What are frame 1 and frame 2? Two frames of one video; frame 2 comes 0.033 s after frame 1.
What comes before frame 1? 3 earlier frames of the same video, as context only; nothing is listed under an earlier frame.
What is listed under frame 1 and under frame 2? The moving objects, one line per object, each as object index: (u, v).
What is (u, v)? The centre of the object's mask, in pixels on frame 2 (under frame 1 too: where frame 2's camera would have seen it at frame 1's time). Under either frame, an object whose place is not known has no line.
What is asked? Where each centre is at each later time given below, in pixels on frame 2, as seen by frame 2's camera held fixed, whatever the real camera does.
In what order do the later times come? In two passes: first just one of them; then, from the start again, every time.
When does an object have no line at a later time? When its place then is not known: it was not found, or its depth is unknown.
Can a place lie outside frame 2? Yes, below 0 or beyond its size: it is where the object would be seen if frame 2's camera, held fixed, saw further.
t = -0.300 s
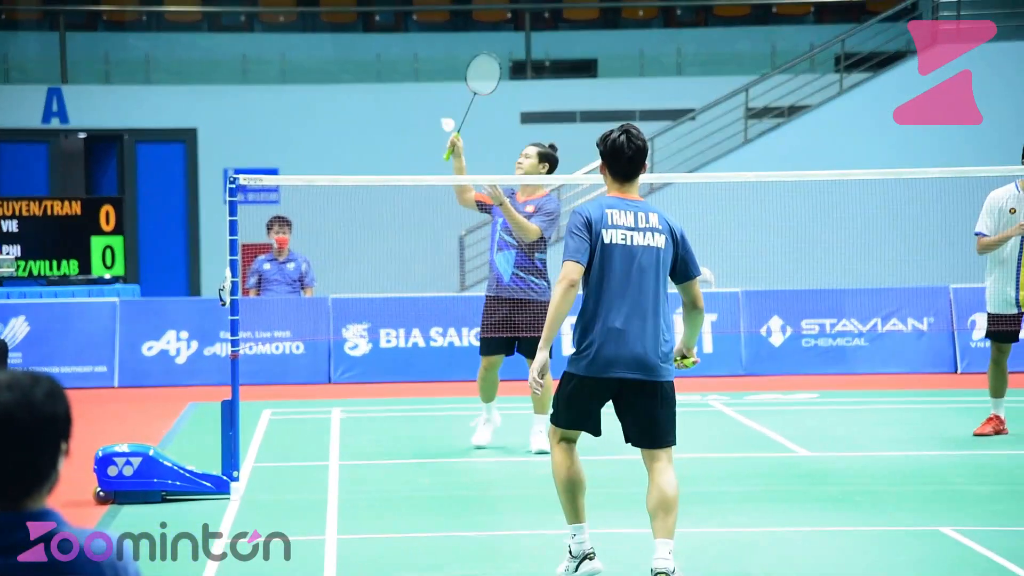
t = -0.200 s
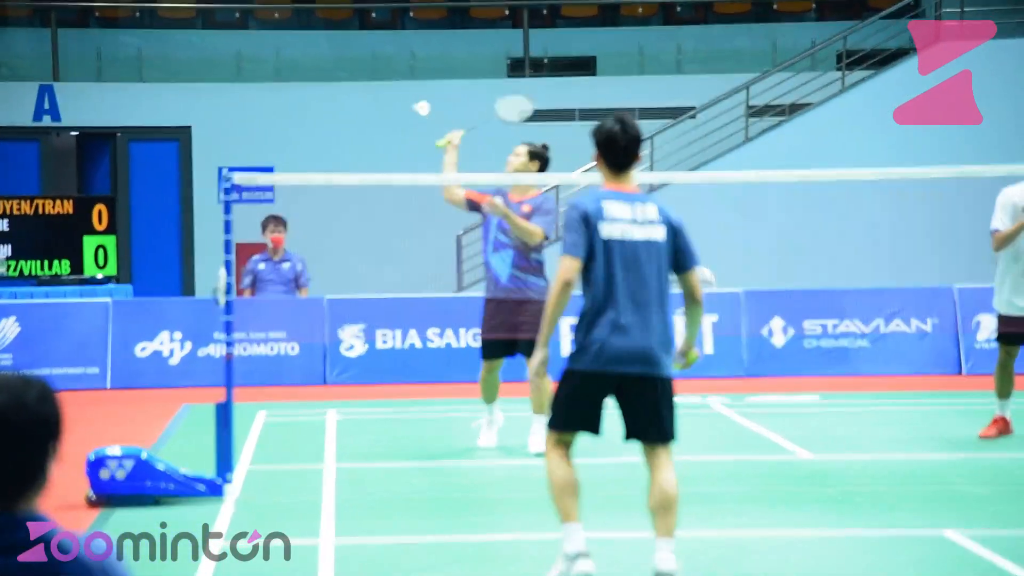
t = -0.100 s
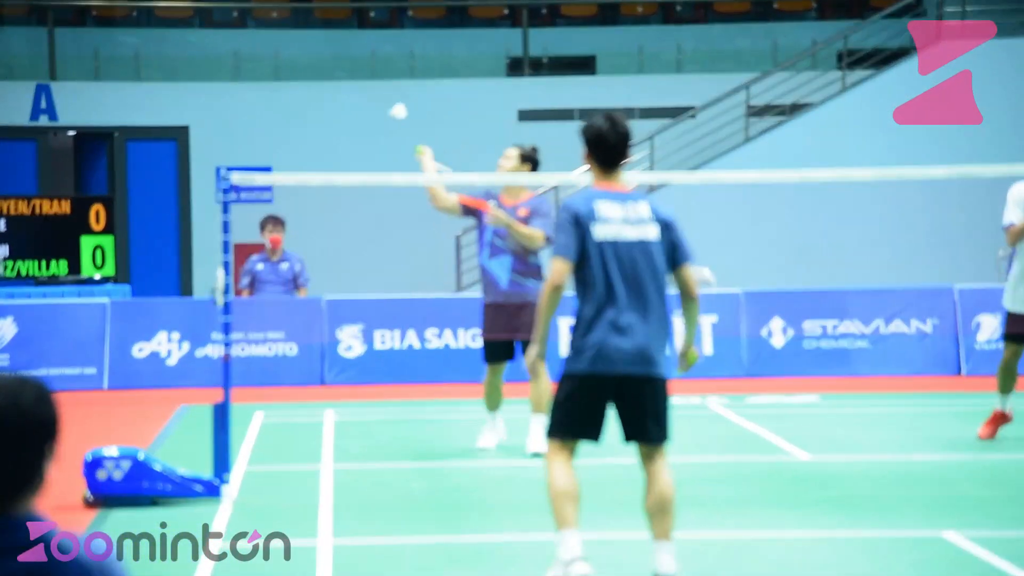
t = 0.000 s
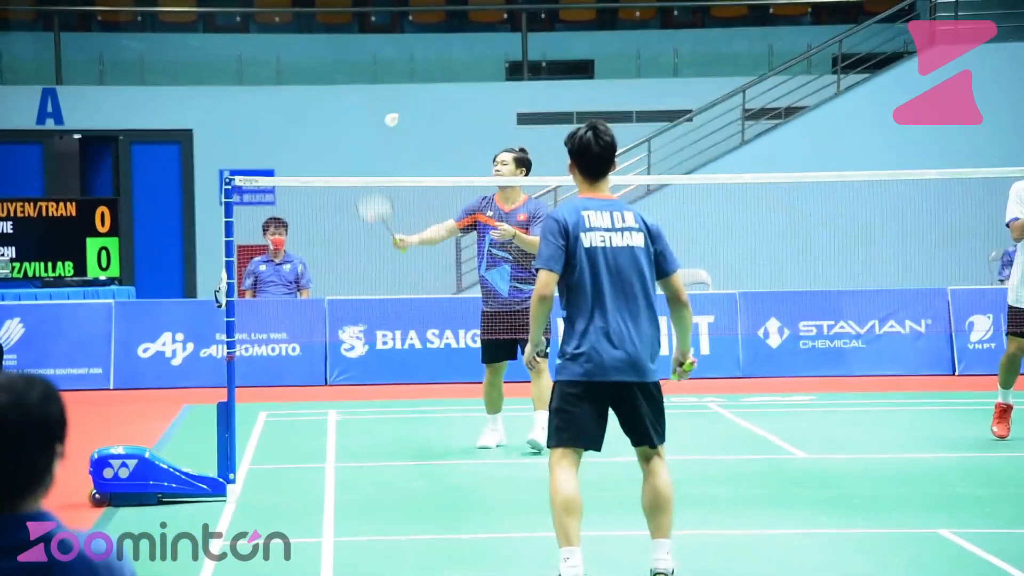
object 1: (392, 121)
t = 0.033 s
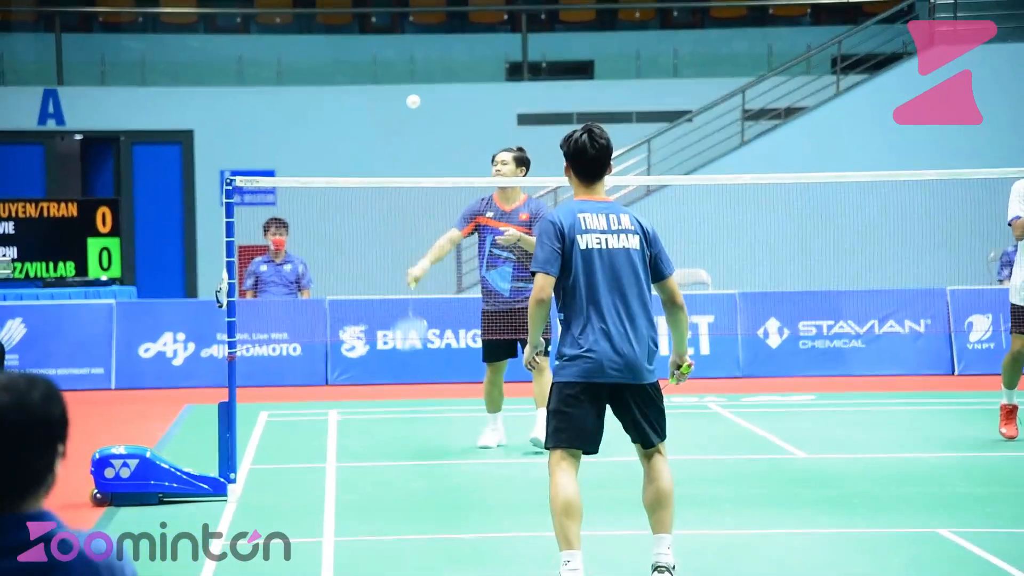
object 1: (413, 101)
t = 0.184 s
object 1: (483, 71)
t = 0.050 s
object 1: (422, 95)
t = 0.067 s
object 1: (430, 90)
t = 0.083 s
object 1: (439, 86)
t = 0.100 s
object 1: (448, 82)
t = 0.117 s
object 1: (456, 78)
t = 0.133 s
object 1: (463, 75)
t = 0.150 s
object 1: (470, 72)
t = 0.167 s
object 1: (476, 71)
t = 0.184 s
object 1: (483, 71)
